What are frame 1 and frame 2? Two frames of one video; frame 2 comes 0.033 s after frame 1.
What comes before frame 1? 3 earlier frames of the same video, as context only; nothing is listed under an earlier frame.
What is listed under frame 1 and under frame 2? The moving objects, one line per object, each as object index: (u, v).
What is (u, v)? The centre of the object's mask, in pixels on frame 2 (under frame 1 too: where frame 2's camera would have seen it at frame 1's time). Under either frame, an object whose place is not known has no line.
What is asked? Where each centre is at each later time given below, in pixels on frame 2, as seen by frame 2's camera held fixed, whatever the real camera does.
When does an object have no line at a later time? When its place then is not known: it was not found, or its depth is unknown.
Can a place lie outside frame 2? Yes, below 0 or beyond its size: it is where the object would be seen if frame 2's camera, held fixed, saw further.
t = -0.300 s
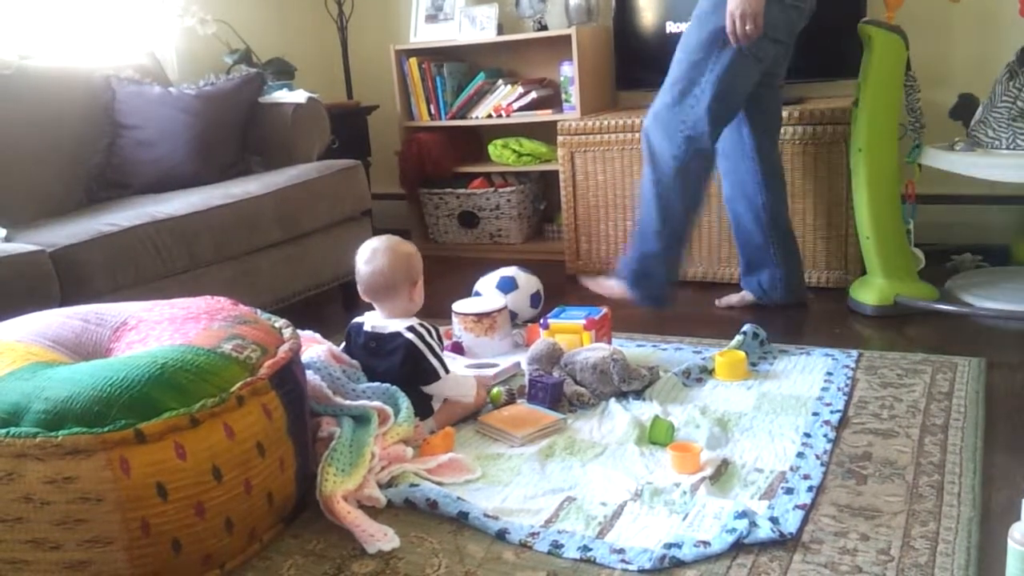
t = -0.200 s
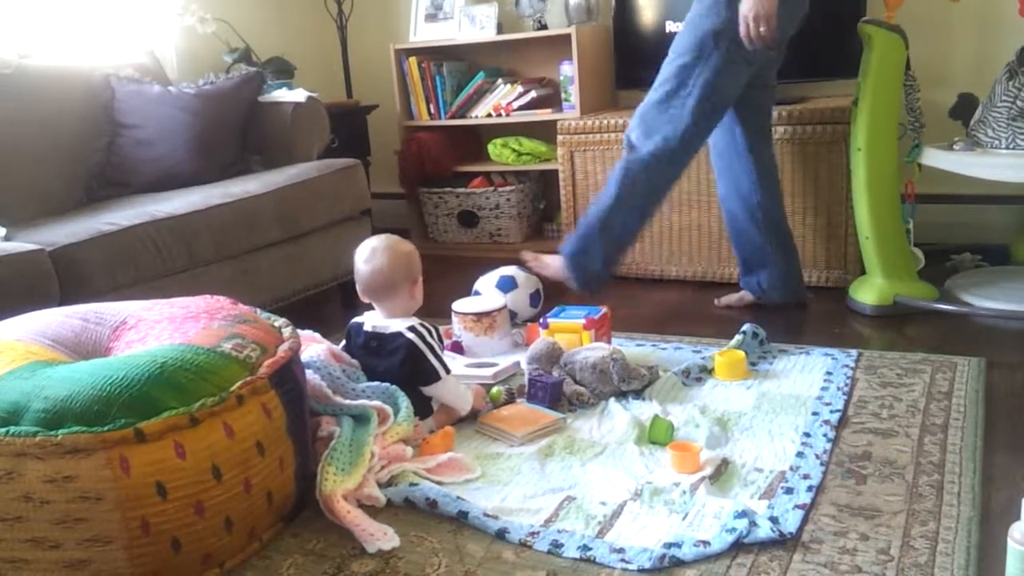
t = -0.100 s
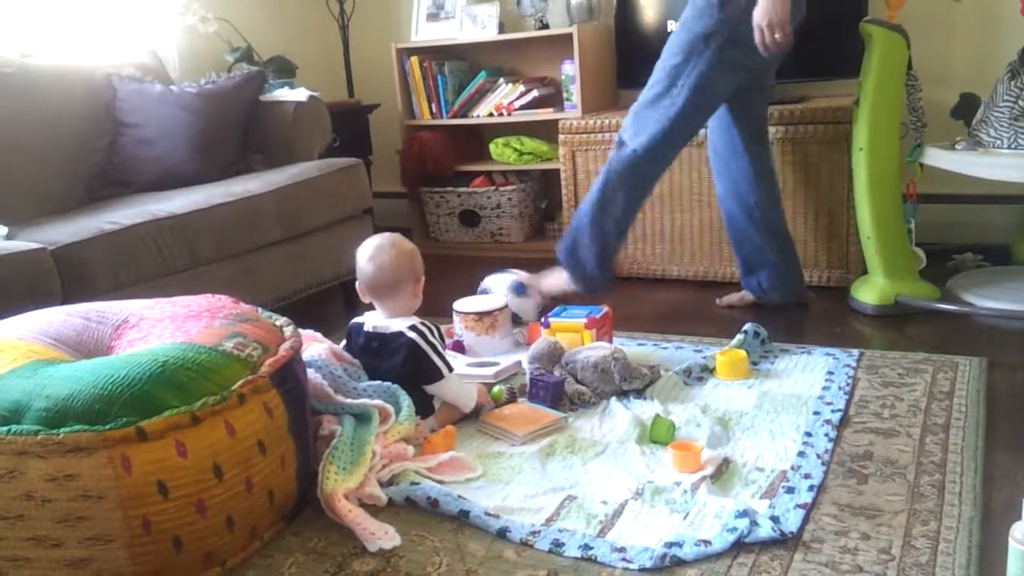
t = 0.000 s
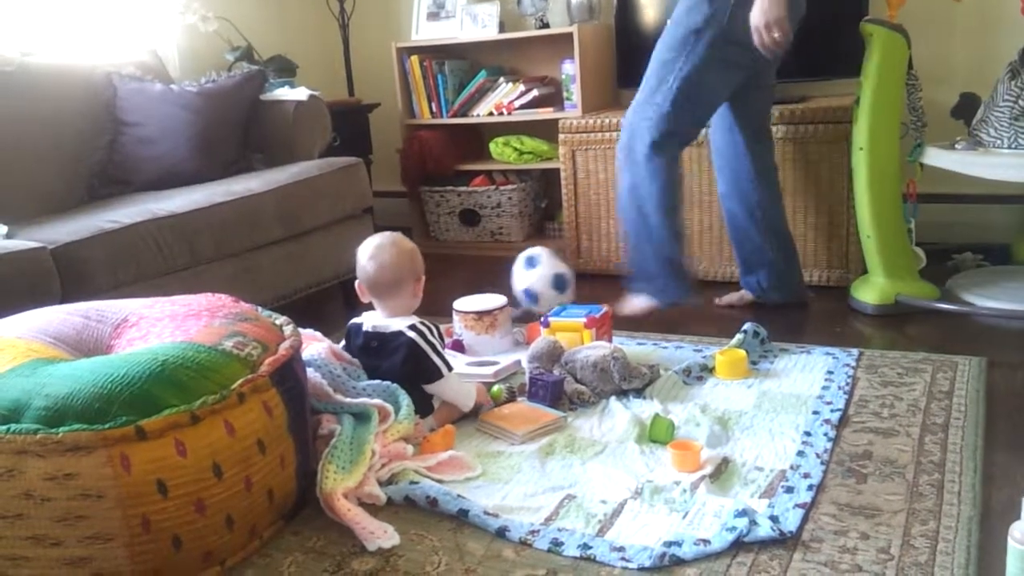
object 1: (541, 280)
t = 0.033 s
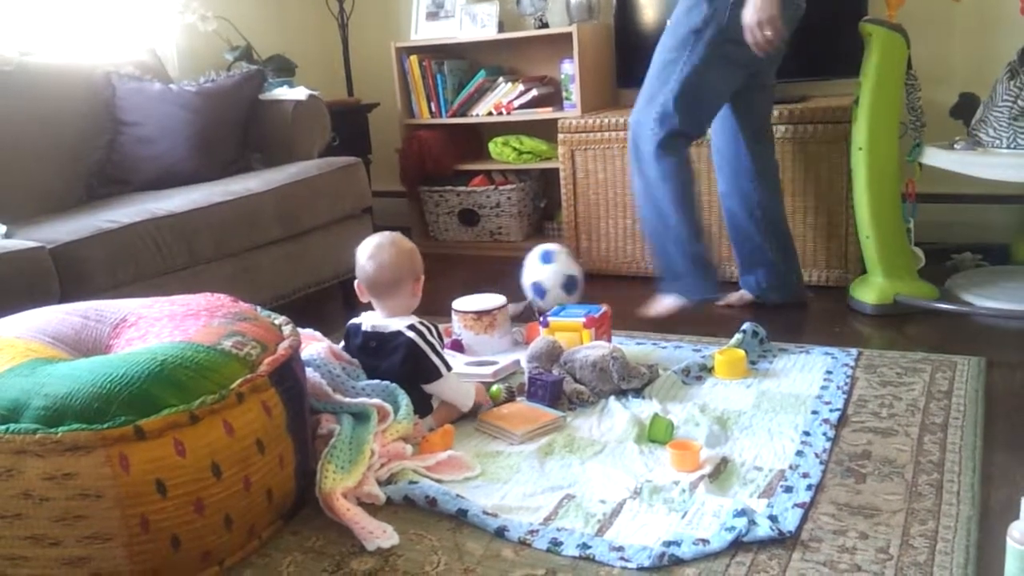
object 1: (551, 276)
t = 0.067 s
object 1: (562, 276)
